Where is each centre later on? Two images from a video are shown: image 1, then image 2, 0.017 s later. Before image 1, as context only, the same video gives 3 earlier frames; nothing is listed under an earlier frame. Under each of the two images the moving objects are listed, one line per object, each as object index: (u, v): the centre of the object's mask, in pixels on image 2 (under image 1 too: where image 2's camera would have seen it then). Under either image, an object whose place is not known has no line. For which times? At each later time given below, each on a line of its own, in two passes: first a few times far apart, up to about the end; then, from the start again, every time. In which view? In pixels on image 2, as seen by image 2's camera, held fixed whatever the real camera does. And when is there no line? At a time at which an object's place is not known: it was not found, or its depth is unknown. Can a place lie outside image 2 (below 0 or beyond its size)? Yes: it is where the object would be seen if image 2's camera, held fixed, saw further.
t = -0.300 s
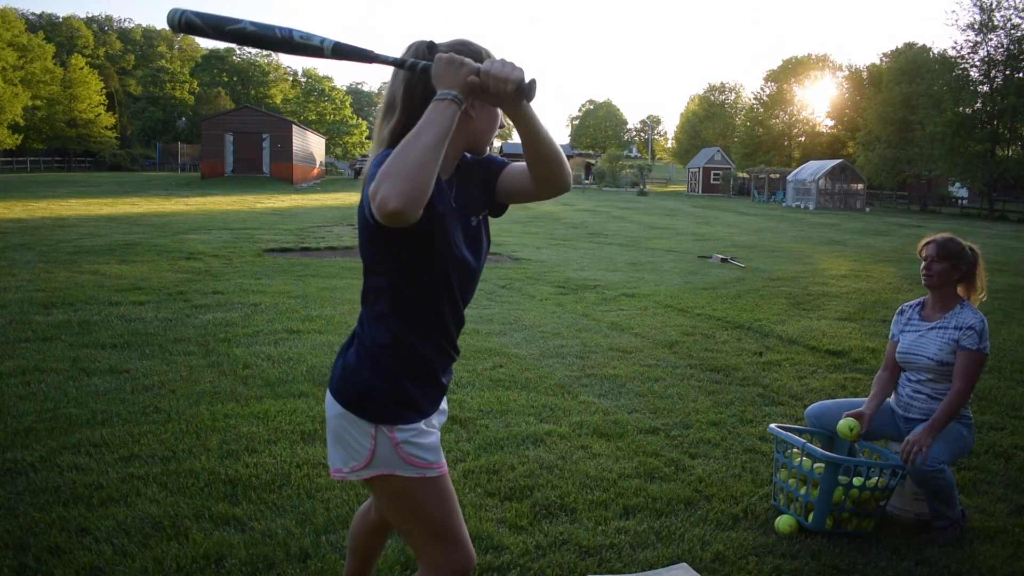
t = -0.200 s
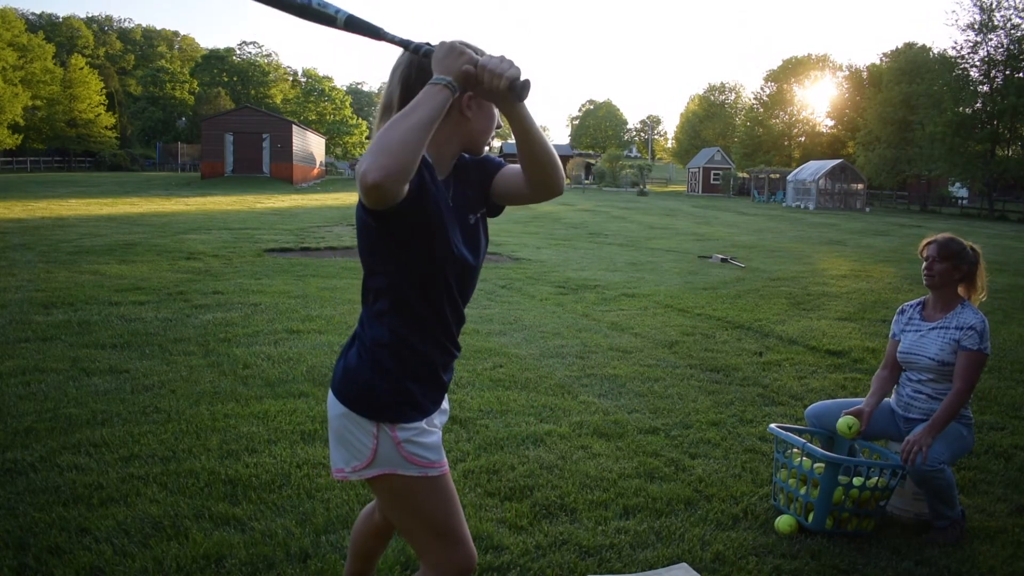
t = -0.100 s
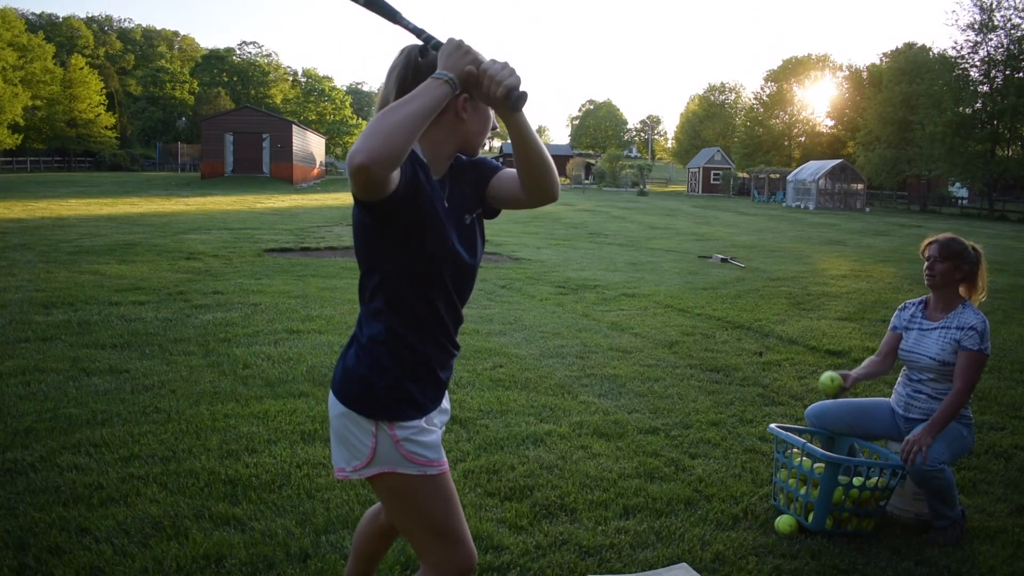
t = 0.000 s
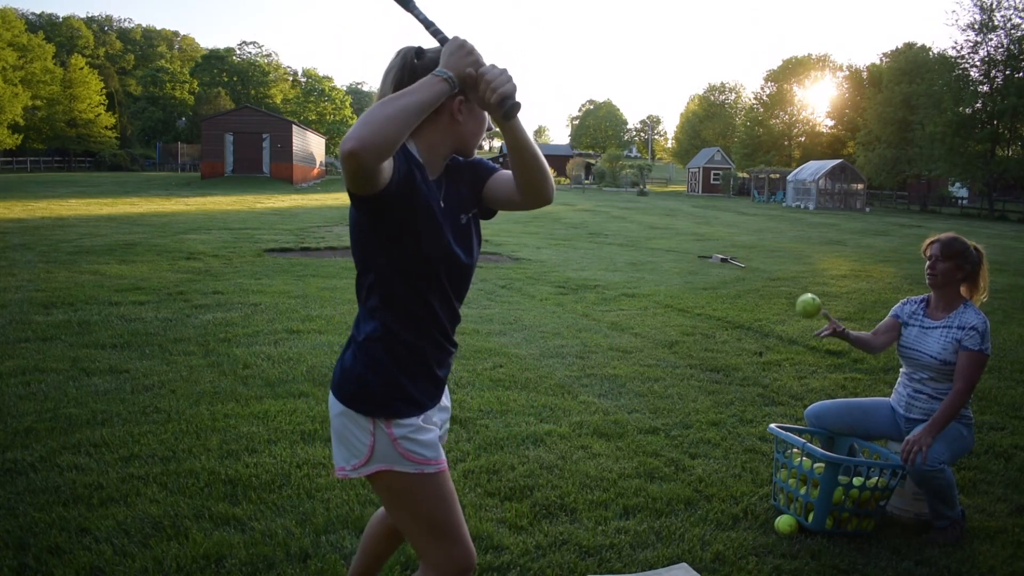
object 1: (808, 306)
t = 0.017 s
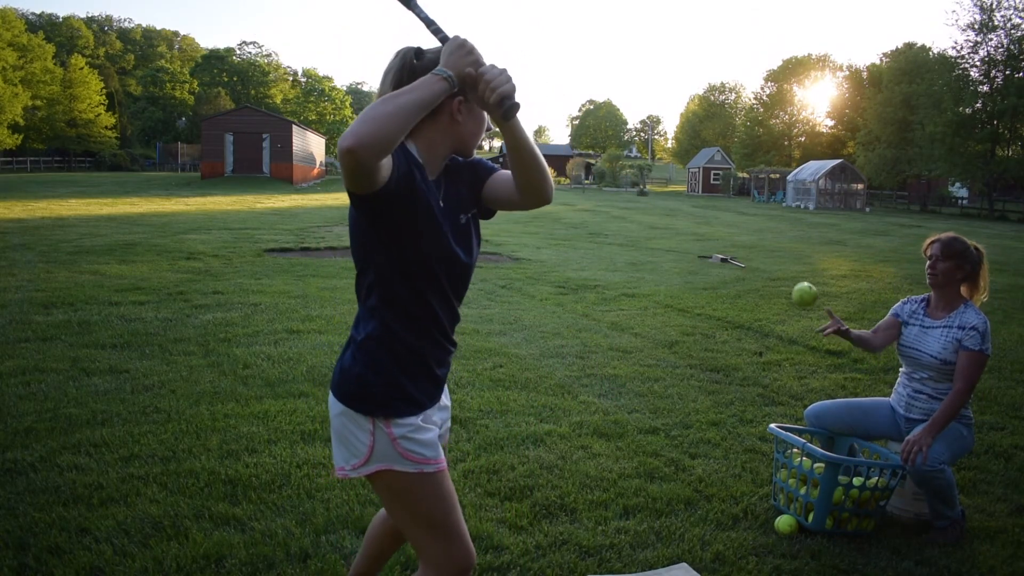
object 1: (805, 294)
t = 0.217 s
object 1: (751, 209)
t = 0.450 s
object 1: (677, 237)
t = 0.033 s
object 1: (801, 283)
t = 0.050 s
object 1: (796, 274)
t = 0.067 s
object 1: (792, 264)
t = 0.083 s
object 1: (788, 255)
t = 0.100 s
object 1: (784, 247)
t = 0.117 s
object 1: (779, 240)
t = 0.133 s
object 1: (775, 233)
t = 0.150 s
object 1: (770, 227)
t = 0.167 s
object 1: (765, 221)
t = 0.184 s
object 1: (761, 216)
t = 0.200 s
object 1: (756, 212)
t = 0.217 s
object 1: (751, 209)
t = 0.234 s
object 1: (746, 206)
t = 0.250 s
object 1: (741, 204)
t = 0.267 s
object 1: (736, 203)
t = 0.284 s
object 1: (730, 202)
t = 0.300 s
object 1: (726, 202)
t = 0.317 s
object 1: (720, 203)
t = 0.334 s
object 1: (715, 205)
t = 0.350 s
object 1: (710, 207)
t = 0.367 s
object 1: (705, 210)
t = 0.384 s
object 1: (699, 214)
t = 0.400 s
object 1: (694, 219)
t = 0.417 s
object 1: (688, 224)
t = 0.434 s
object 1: (682, 230)
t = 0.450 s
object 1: (677, 237)
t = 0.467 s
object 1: (671, 245)
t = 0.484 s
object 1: (666, 253)
